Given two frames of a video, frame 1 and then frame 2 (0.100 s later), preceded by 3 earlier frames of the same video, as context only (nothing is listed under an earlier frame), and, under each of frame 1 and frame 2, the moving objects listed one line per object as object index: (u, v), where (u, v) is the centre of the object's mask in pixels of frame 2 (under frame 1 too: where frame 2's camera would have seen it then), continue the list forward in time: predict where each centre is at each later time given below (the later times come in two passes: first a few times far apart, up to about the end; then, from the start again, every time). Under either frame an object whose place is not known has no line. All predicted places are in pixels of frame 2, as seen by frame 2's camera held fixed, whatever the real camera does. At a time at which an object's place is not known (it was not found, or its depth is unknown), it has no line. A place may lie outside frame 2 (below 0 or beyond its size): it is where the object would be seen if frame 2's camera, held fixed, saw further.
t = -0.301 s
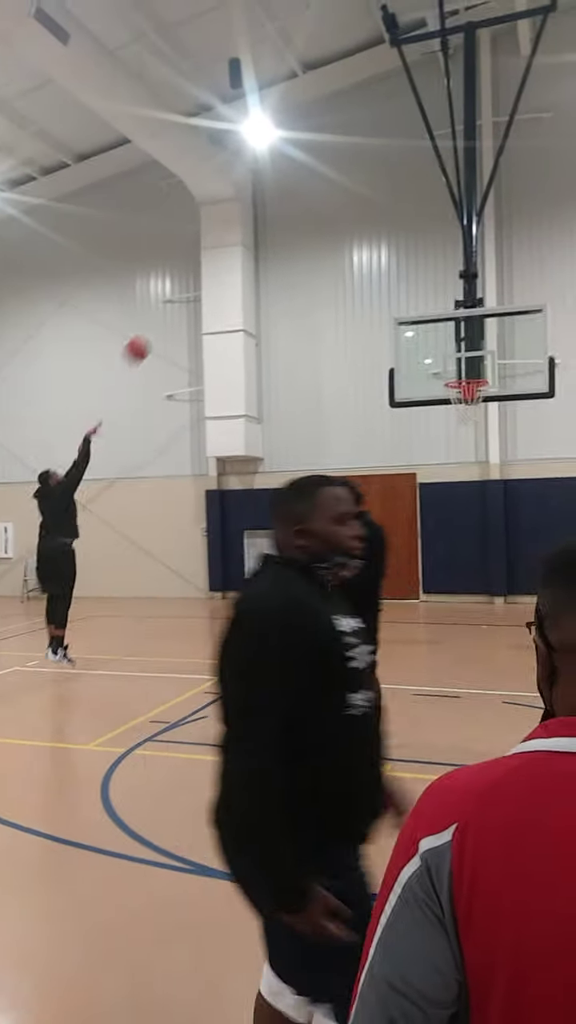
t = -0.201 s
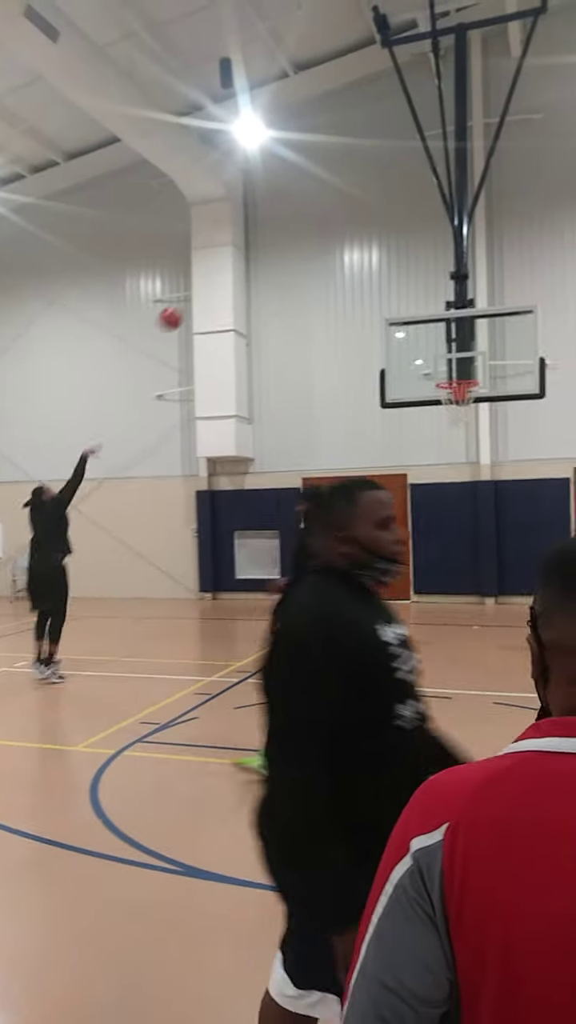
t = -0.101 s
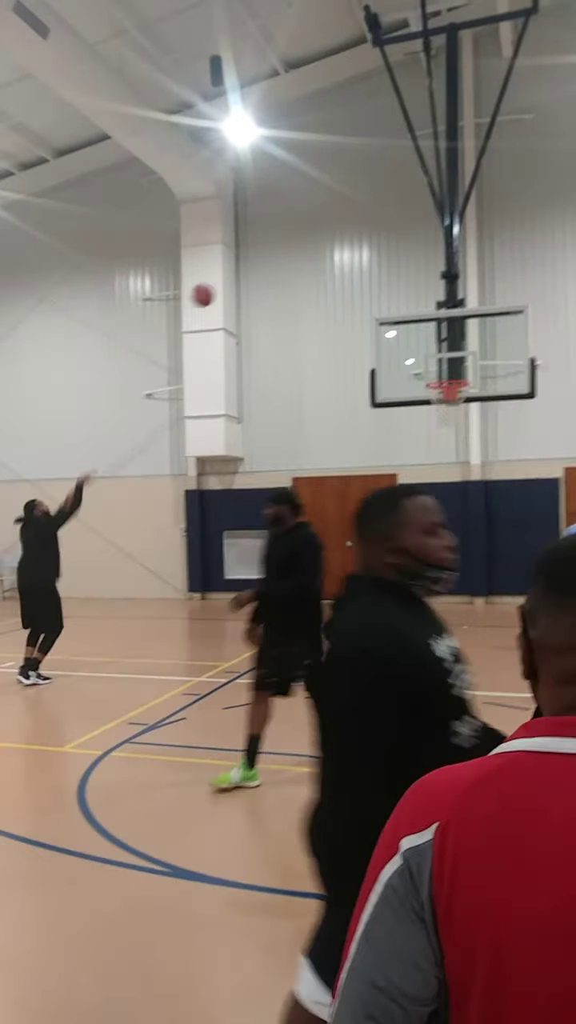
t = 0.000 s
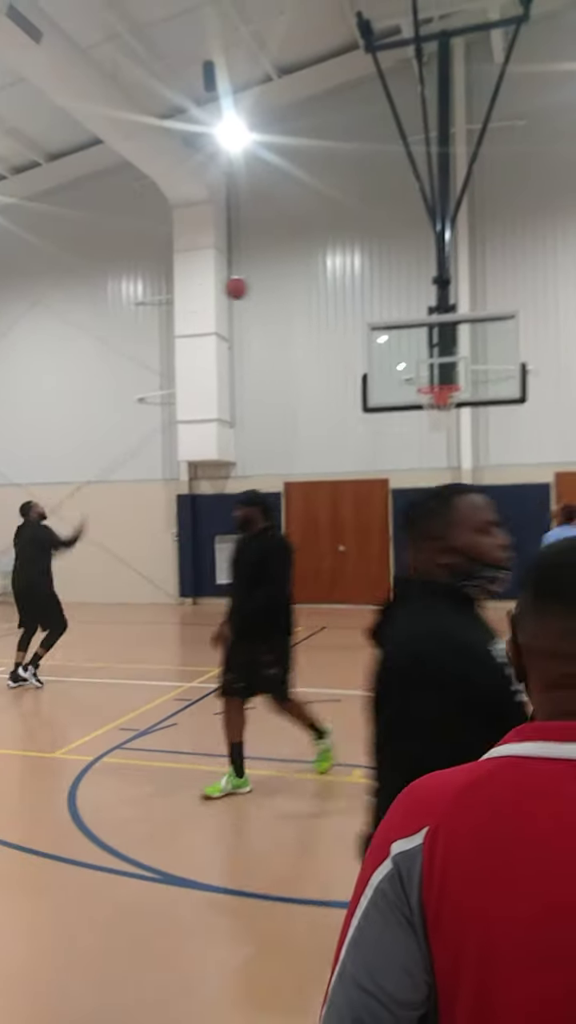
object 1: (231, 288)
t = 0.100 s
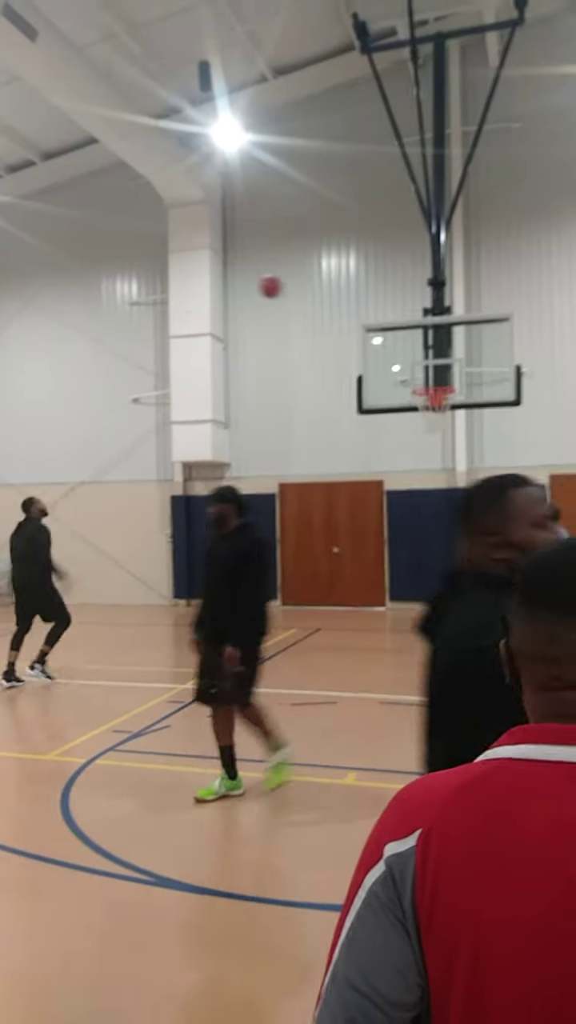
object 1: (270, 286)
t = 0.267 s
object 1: (334, 303)
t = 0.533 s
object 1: (429, 375)
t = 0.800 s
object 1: (424, 383)
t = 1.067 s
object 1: (383, 394)
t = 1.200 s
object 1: (363, 420)
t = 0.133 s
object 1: (283, 288)
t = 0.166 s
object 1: (296, 291)
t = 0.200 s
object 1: (309, 294)
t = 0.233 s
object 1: (322, 297)
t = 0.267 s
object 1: (334, 303)
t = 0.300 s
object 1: (346, 308)
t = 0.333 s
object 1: (358, 316)
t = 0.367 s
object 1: (369, 323)
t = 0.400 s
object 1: (382, 329)
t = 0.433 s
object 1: (394, 341)
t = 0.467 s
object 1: (404, 351)
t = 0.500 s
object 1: (415, 362)
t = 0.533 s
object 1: (429, 375)
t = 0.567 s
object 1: (436, 380)
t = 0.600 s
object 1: (441, 386)
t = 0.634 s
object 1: (442, 388)
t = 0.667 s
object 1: (440, 391)
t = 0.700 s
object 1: (438, 391)
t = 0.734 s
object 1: (434, 382)
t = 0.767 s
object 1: (428, 384)
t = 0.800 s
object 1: (424, 383)
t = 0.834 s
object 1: (419, 382)
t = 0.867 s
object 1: (414, 382)
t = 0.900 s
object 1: (409, 382)
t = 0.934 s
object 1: (403, 382)
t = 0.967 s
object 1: (398, 384)
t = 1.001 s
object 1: (394, 386)
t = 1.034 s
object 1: (388, 390)
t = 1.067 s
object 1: (383, 394)
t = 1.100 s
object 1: (377, 400)
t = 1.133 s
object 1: (372, 405)
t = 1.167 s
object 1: (368, 412)
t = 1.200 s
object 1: (363, 420)
